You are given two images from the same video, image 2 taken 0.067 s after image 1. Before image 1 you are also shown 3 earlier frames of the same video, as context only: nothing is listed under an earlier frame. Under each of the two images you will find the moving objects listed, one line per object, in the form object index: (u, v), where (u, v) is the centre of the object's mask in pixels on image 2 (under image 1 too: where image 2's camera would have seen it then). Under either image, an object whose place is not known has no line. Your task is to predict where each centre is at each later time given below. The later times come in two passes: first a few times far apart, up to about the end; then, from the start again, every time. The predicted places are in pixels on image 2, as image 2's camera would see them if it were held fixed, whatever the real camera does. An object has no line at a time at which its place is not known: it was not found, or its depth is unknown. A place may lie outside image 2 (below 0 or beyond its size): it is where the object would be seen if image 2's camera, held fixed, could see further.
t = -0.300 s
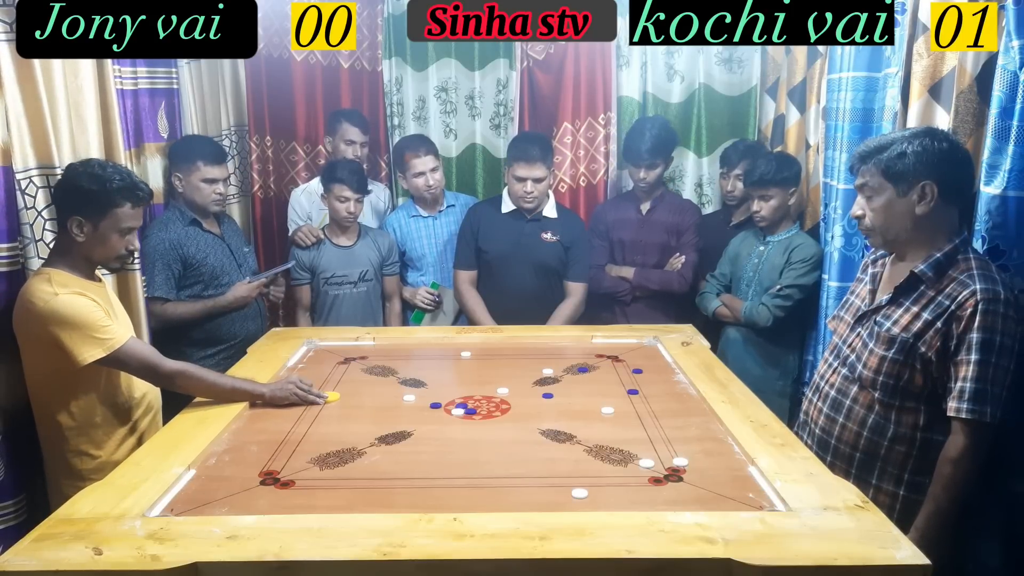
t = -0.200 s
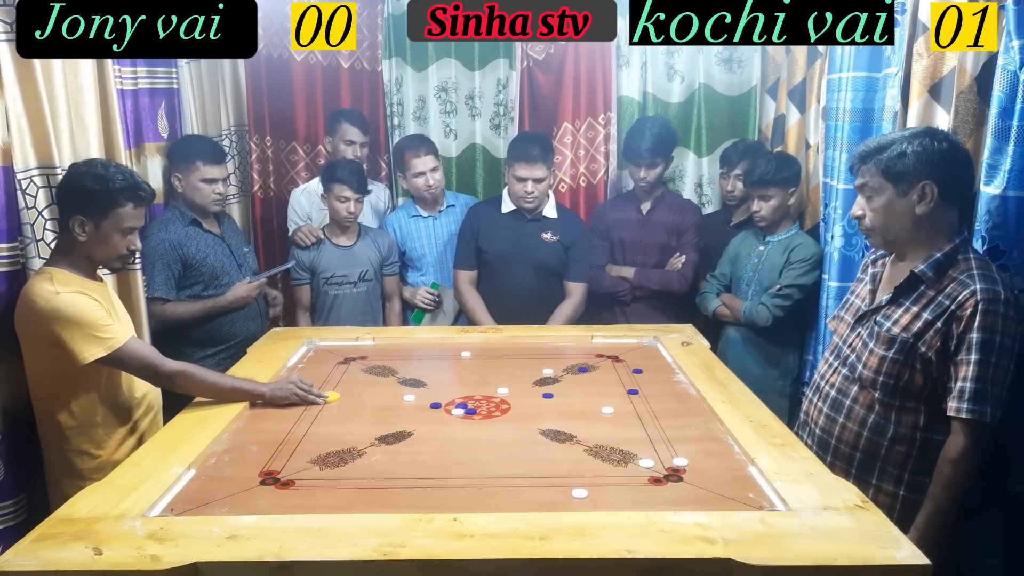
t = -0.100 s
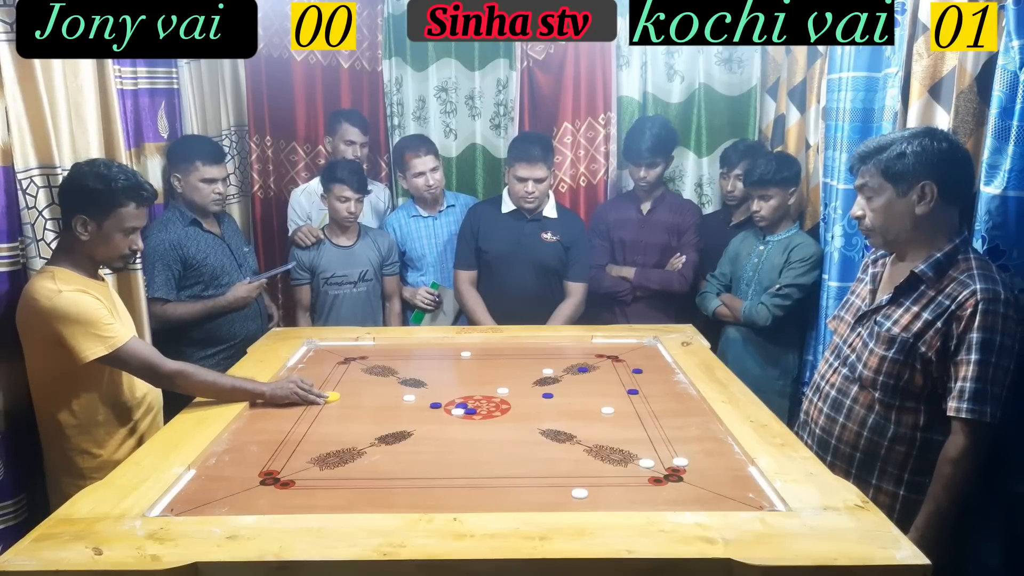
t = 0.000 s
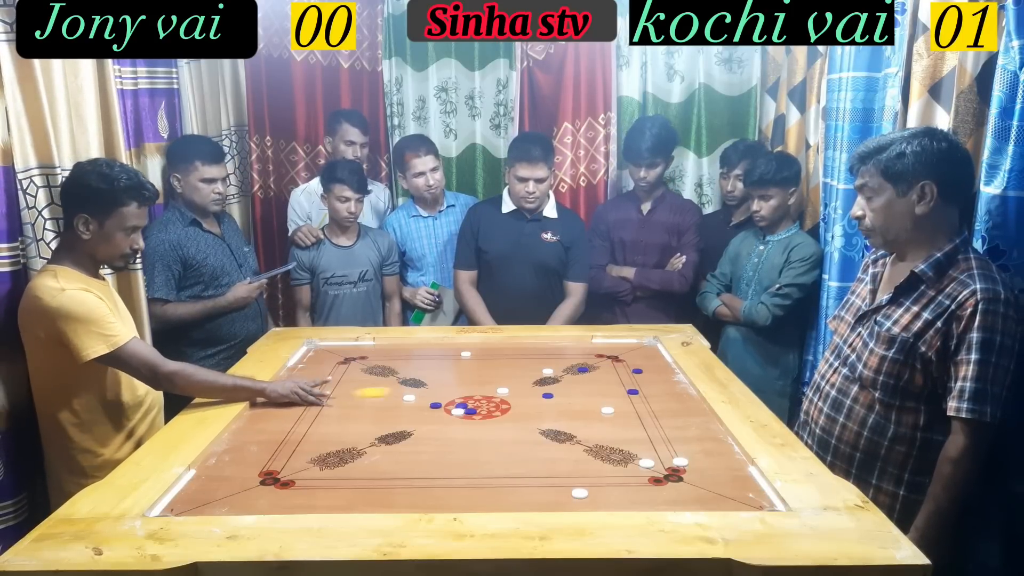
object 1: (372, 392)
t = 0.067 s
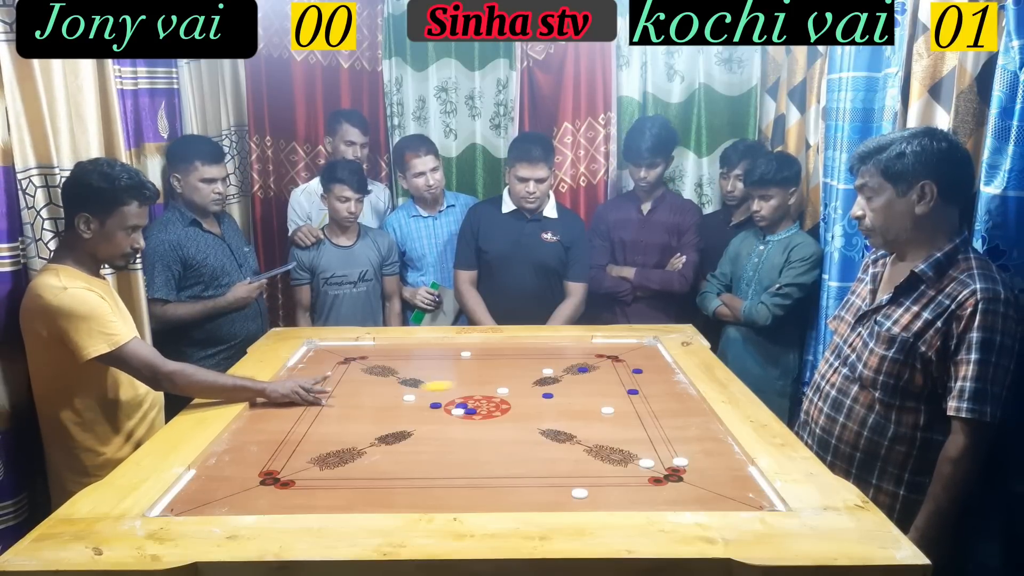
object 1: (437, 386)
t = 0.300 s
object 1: (619, 374)
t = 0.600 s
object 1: (612, 383)
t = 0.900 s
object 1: (536, 389)
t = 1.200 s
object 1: (494, 394)
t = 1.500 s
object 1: (480, 395)
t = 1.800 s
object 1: (480, 395)
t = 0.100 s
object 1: (469, 382)
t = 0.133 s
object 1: (497, 380)
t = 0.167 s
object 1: (525, 377)
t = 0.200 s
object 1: (551, 375)
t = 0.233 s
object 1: (575, 374)
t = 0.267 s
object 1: (598, 374)
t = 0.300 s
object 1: (619, 374)
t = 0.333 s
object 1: (640, 375)
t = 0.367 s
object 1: (657, 376)
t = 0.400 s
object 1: (671, 377)
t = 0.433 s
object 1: (662, 378)
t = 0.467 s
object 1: (652, 379)
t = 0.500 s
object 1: (642, 380)
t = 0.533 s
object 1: (632, 381)
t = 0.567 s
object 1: (621, 382)
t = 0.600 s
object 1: (612, 383)
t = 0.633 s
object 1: (602, 384)
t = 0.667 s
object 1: (593, 385)
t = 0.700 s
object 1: (585, 385)
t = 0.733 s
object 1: (576, 386)
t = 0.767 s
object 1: (567, 387)
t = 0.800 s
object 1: (560, 388)
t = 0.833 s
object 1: (551, 388)
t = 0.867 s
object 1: (543, 388)
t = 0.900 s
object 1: (536, 389)
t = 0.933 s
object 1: (529, 390)
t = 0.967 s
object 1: (522, 390)
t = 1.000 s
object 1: (516, 391)
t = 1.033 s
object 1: (512, 391)
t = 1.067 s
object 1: (508, 392)
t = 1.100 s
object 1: (504, 392)
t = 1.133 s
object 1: (501, 393)
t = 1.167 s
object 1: (497, 393)
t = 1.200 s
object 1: (494, 394)
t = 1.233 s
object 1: (491, 394)
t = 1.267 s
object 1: (489, 394)
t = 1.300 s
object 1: (486, 395)
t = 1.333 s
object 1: (485, 395)
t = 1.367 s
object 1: (482, 395)
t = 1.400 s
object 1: (481, 395)
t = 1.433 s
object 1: (481, 395)
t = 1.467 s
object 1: (480, 395)
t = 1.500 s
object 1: (480, 395)
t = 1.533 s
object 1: (480, 395)
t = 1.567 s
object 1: (480, 395)
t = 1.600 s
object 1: (480, 395)
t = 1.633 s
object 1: (480, 395)
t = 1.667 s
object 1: (480, 395)
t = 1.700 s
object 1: (480, 395)
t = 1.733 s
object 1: (480, 395)
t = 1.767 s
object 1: (480, 395)
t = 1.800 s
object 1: (480, 395)
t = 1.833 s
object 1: (480, 395)
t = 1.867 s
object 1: (480, 395)
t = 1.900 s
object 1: (480, 395)
